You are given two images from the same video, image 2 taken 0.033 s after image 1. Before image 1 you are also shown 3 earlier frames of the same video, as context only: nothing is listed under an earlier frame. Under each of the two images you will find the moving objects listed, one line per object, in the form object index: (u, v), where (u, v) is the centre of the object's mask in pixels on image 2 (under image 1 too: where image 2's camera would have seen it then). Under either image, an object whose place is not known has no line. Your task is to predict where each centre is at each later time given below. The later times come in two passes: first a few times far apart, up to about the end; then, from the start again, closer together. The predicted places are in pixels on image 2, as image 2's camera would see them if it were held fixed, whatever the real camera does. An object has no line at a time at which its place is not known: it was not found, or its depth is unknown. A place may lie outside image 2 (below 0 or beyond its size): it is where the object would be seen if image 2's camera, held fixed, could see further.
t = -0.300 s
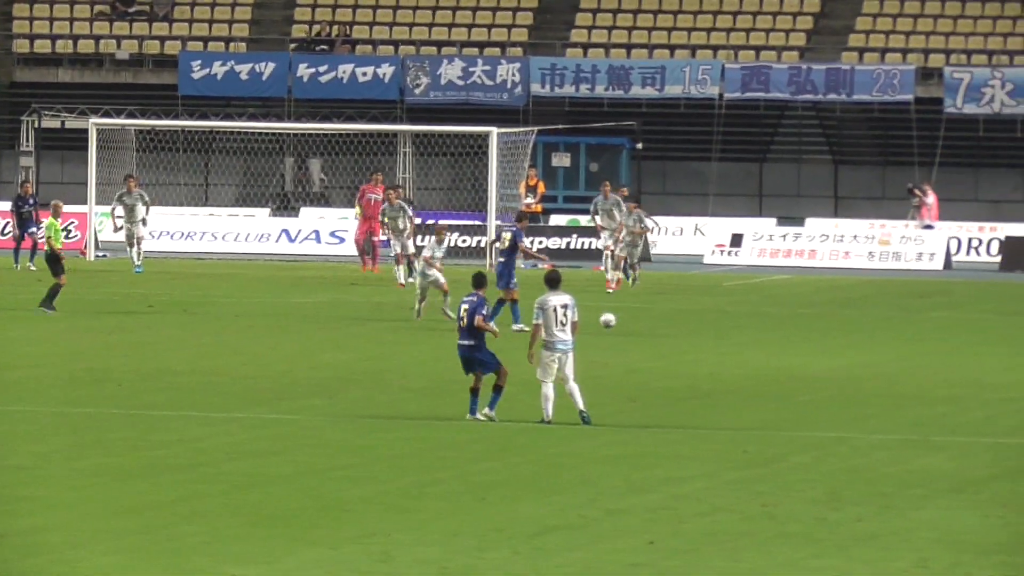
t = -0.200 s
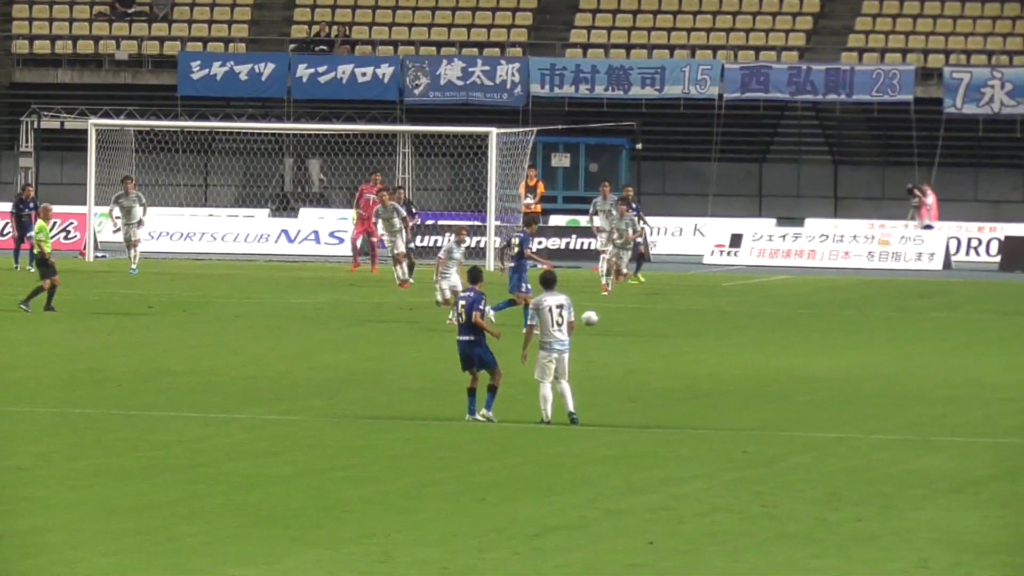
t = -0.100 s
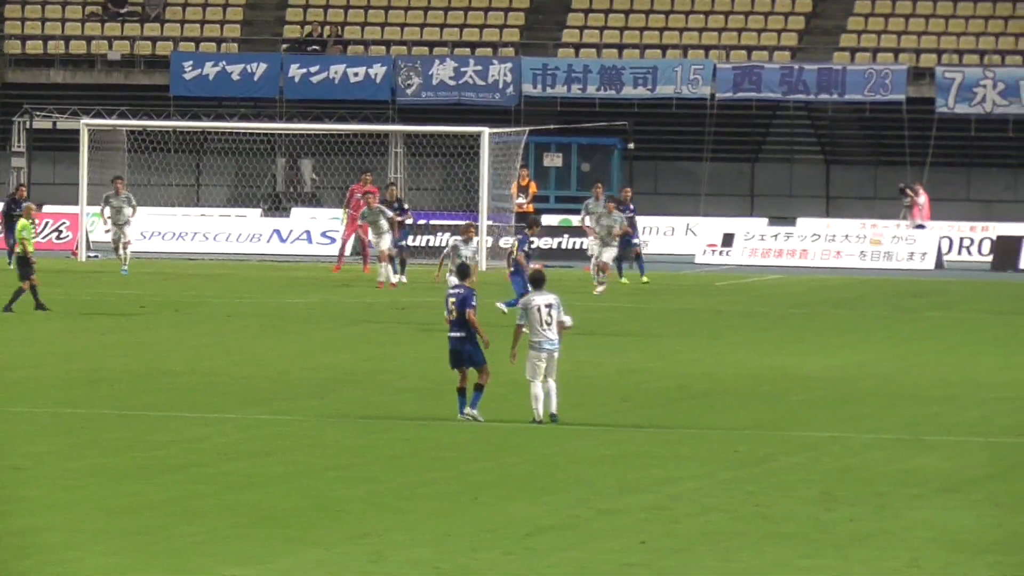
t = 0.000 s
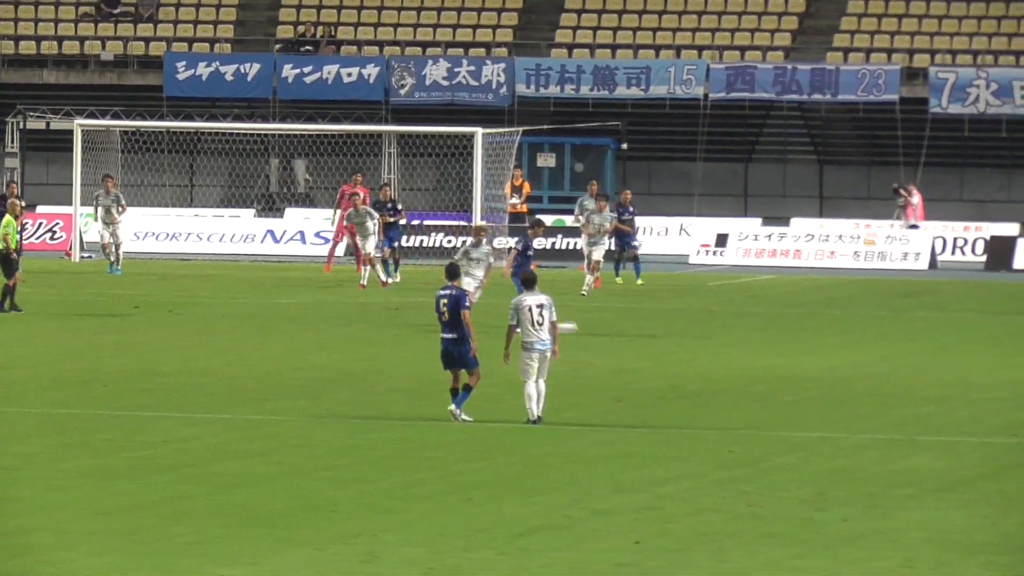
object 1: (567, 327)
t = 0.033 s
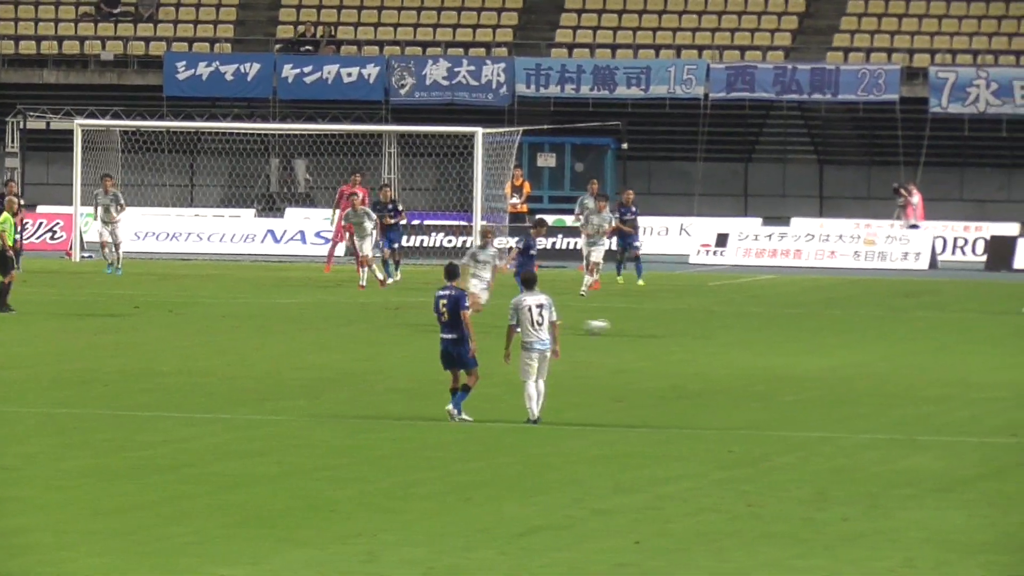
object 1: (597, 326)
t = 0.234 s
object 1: (779, 326)
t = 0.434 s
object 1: (939, 336)
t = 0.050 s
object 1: (614, 324)
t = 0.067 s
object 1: (628, 324)
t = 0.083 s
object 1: (644, 323)
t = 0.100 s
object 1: (659, 323)
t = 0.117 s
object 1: (674, 322)
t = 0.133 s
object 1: (689, 323)
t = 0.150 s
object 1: (704, 323)
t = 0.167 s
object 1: (719, 323)
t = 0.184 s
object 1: (734, 324)
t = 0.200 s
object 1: (749, 324)
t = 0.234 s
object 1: (779, 326)
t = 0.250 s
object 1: (793, 328)
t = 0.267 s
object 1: (808, 329)
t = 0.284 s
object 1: (823, 331)
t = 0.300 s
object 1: (838, 333)
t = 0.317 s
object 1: (852, 336)
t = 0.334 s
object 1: (866, 337)
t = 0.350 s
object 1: (880, 337)
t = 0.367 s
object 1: (892, 337)
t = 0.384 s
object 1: (904, 337)
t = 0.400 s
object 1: (917, 336)
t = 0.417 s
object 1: (927, 336)
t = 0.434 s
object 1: (939, 336)
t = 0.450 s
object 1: (951, 336)
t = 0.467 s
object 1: (963, 336)
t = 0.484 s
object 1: (977, 338)
